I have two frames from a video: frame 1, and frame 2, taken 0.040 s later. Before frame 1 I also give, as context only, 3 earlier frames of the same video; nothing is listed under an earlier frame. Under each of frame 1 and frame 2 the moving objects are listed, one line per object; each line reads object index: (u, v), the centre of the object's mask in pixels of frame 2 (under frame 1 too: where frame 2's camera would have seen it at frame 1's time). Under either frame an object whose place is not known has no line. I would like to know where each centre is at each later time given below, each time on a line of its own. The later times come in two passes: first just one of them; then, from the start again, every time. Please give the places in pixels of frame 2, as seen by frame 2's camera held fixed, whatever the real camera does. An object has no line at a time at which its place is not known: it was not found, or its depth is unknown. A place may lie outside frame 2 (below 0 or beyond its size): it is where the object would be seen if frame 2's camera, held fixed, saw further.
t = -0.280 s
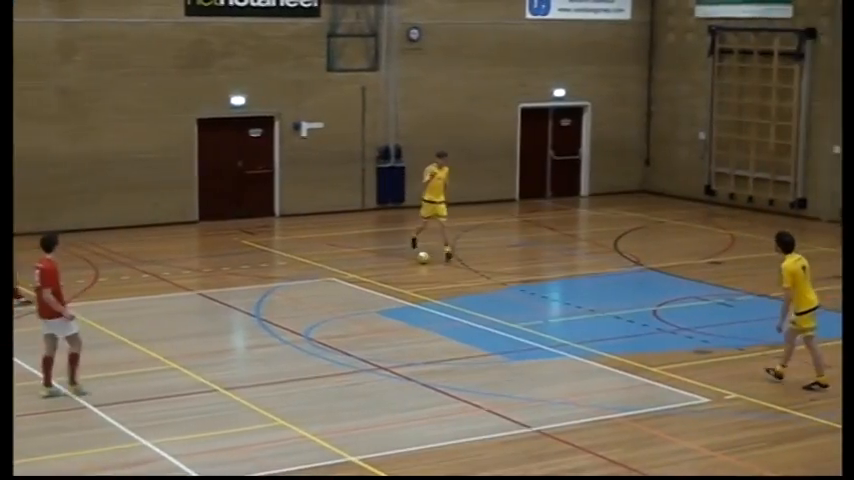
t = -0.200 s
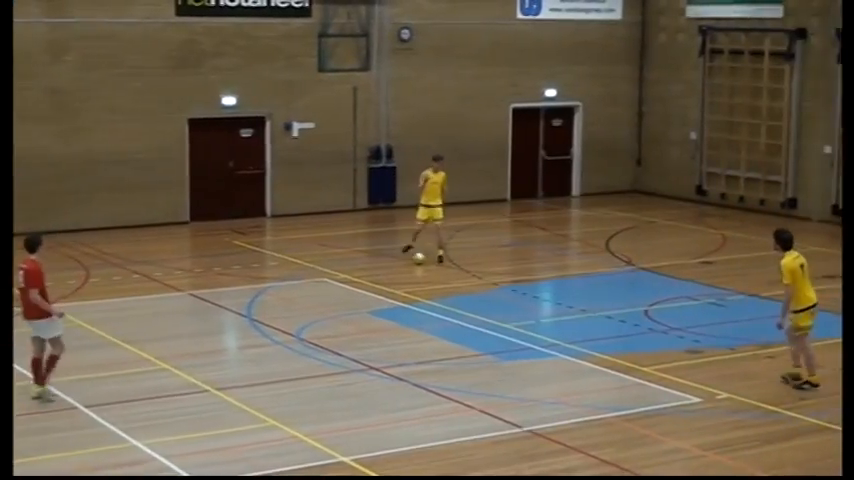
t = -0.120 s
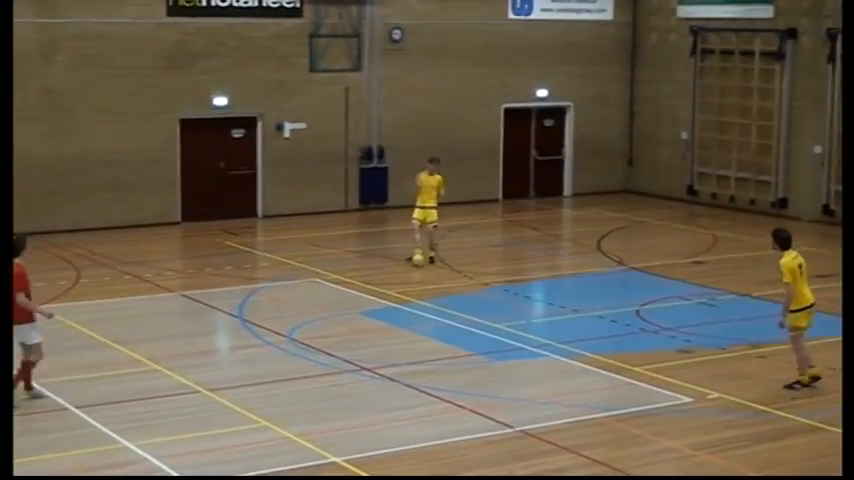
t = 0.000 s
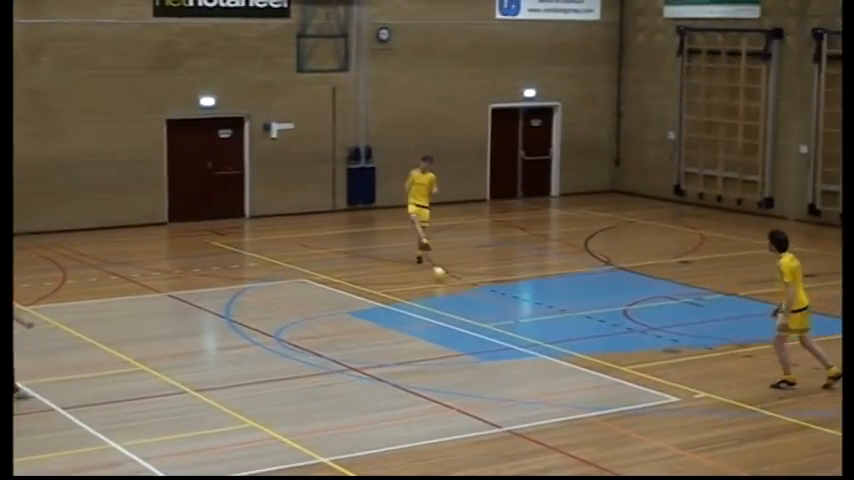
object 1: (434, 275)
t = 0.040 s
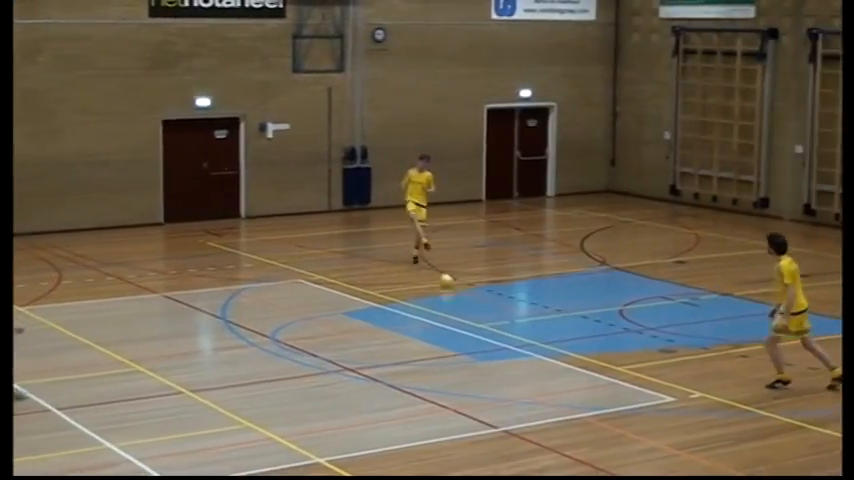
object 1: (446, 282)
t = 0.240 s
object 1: (505, 305)
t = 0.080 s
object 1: (453, 286)
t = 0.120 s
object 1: (466, 292)
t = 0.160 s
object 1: (479, 298)
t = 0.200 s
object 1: (492, 300)
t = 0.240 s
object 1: (505, 305)
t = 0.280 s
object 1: (517, 311)
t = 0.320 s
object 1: (531, 317)
